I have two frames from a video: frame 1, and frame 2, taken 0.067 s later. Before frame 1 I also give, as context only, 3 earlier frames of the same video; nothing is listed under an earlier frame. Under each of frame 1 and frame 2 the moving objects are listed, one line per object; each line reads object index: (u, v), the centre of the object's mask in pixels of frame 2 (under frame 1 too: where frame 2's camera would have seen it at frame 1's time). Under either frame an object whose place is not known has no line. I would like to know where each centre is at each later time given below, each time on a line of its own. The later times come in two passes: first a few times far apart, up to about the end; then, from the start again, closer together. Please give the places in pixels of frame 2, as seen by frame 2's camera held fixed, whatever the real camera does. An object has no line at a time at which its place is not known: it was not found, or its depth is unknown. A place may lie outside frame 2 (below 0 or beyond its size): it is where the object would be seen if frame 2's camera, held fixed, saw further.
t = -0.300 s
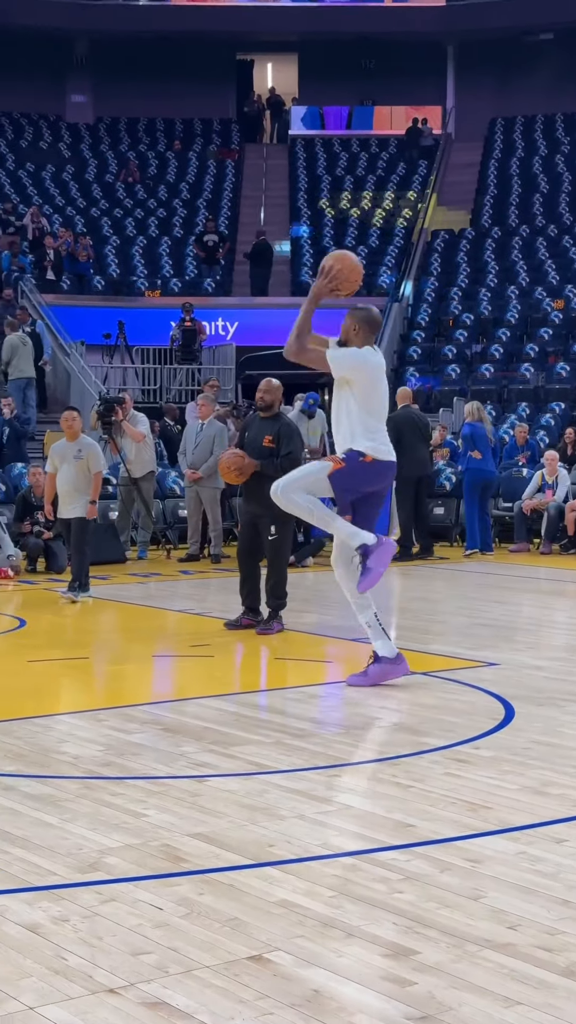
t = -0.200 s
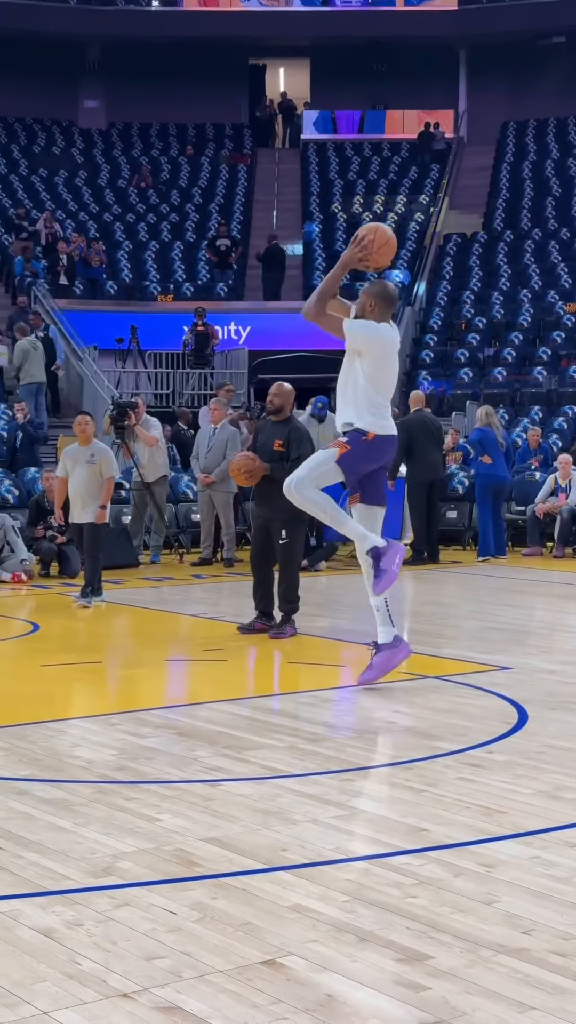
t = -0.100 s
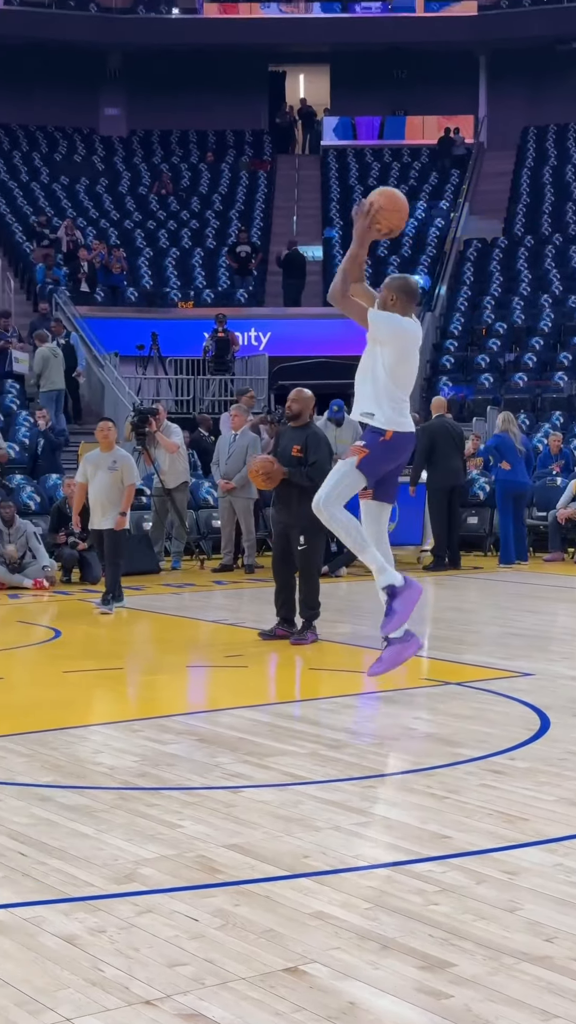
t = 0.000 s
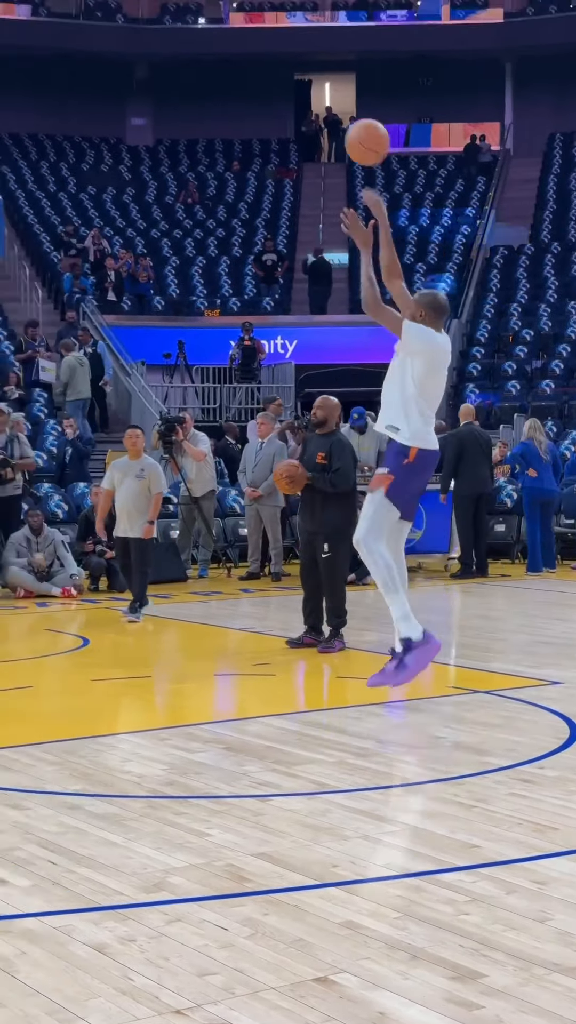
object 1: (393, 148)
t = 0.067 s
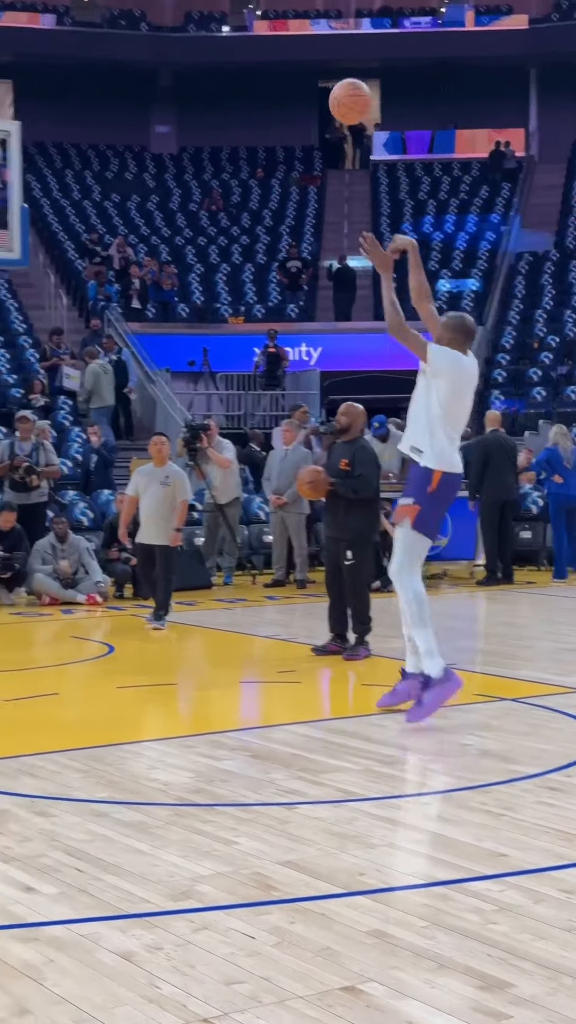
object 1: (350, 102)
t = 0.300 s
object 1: (222, 8)
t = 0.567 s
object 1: (94, 15)
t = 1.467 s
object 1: (4, 404)
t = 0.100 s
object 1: (330, 82)
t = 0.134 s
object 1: (311, 64)
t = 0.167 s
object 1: (292, 49)
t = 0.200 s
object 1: (273, 36)
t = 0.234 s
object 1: (256, 24)
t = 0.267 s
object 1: (238, 15)
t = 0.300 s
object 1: (222, 8)
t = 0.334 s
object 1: (204, 2)
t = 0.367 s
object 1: (187, -1)
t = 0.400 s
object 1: (171, -2)
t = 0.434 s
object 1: (156, -2)
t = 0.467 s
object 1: (140, 0)
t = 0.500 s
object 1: (125, 2)
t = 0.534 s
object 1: (110, 8)
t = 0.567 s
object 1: (94, 15)
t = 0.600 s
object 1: (80, 23)
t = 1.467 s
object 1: (4, 404)
